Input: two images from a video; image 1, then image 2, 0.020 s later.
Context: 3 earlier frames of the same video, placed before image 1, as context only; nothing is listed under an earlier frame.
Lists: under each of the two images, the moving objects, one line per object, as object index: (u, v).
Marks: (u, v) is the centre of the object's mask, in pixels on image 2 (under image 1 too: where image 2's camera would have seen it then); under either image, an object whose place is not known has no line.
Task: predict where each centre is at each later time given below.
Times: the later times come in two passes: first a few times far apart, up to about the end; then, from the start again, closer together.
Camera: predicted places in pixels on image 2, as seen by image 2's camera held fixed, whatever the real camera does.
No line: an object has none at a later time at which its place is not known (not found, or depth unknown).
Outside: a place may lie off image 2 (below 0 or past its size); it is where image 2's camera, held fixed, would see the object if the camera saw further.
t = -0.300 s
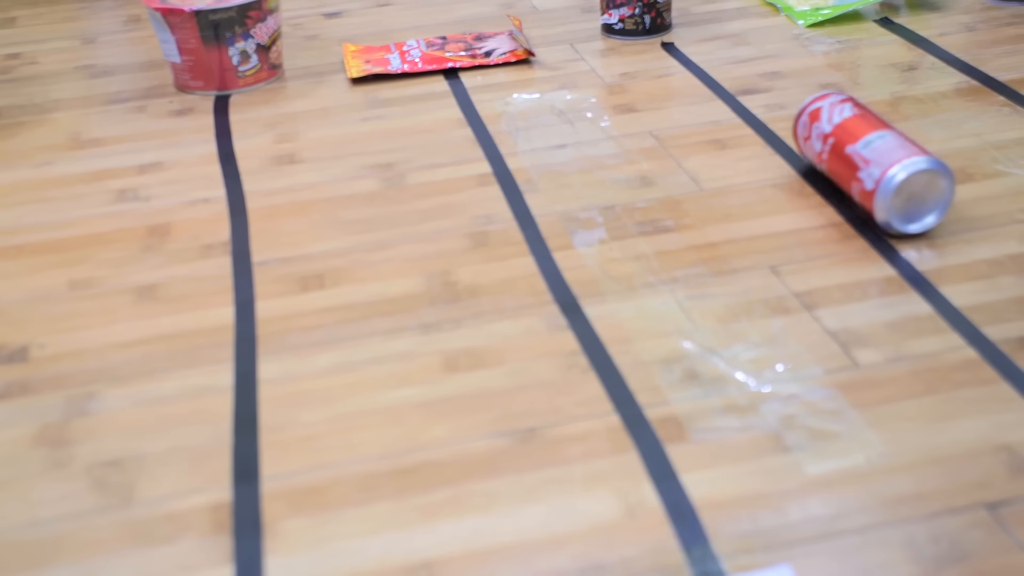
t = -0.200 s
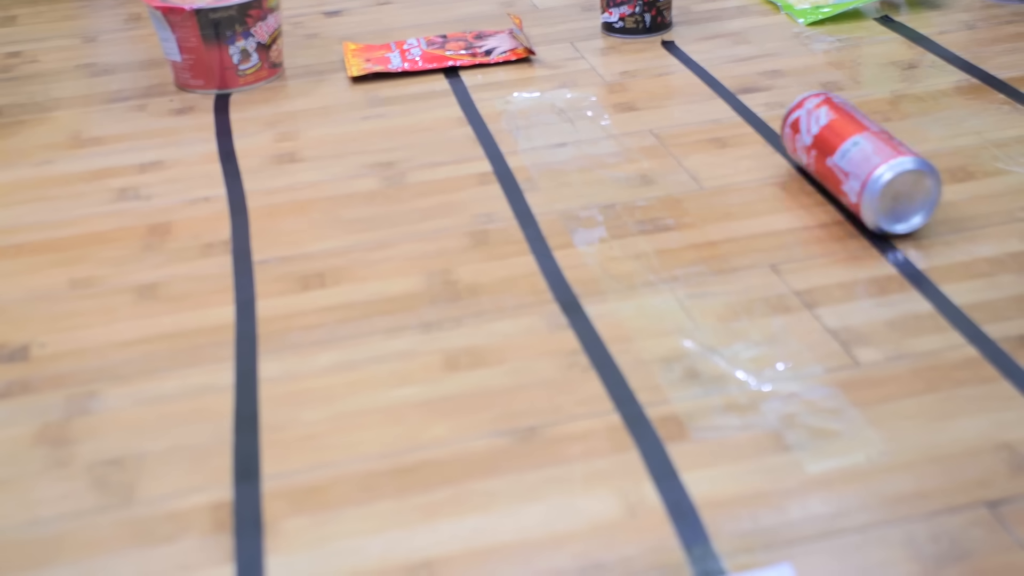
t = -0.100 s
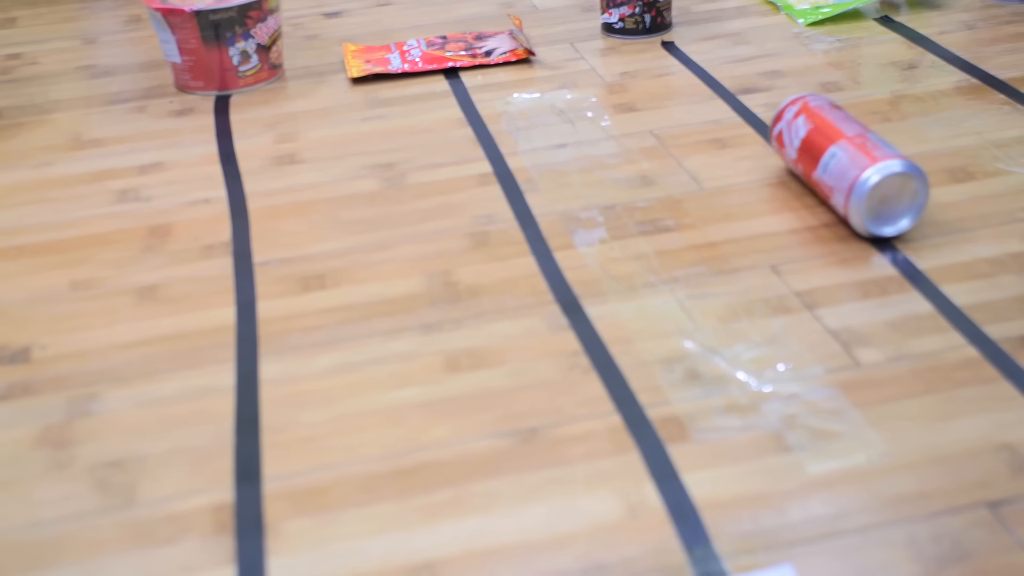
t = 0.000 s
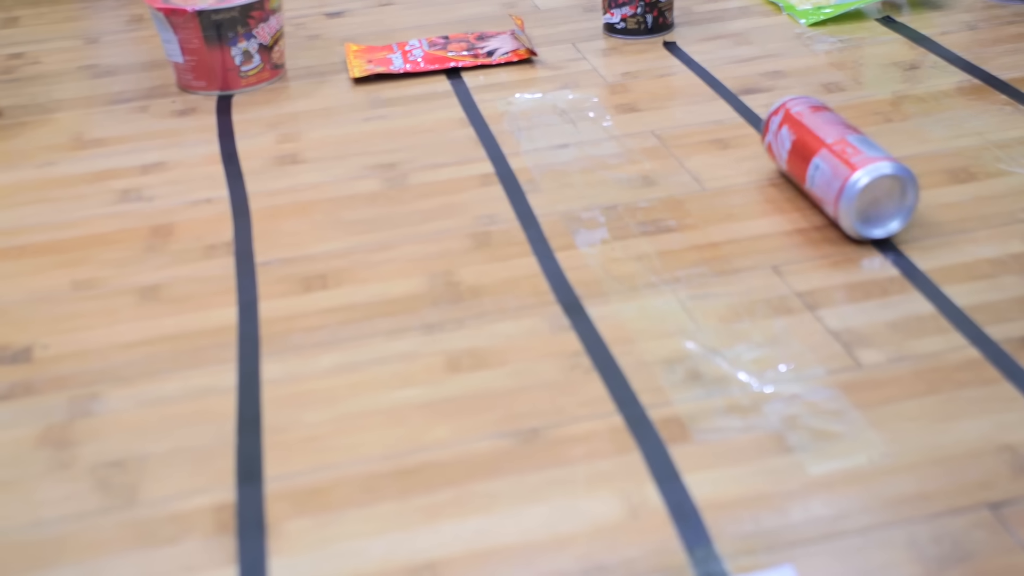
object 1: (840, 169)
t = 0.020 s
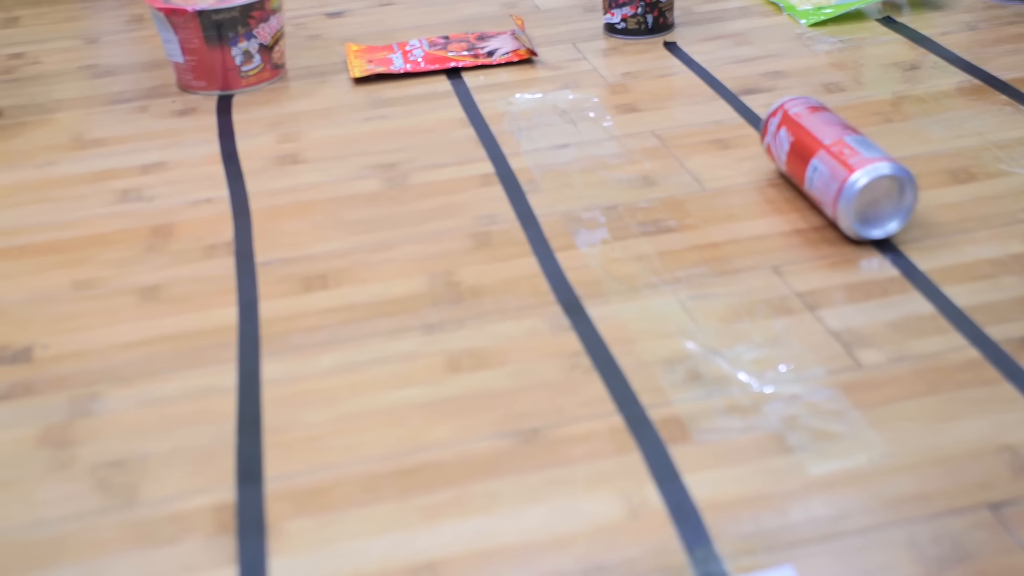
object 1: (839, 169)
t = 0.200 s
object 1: (822, 172)
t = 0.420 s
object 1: (796, 176)
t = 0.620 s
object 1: (772, 180)
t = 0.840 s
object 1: (744, 184)
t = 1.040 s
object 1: (719, 188)
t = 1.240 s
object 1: (694, 192)
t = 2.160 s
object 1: (629, 202)
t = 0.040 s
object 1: (838, 169)
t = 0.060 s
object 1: (836, 169)
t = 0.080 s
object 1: (835, 170)
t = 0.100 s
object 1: (833, 170)
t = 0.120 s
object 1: (831, 170)
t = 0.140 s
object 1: (829, 171)
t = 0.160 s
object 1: (827, 171)
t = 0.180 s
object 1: (824, 172)
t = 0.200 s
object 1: (822, 172)
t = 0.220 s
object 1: (820, 172)
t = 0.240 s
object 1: (818, 173)
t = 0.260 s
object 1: (816, 173)
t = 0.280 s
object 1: (813, 174)
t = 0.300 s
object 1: (811, 174)
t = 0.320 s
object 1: (808, 174)
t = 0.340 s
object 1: (806, 175)
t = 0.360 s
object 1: (803, 175)
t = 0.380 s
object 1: (801, 175)
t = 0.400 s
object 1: (799, 175)
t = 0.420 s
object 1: (796, 176)
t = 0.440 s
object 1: (794, 176)
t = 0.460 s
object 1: (791, 177)
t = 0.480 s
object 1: (789, 177)
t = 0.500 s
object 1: (787, 178)
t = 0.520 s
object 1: (784, 178)
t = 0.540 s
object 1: (782, 178)
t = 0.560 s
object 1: (779, 179)
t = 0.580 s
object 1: (777, 179)
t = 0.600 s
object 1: (774, 180)
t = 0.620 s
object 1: (772, 180)
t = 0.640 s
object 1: (769, 180)
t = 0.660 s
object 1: (767, 180)
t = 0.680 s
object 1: (764, 181)
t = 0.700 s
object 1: (762, 181)
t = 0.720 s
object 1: (760, 181)
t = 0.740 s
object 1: (757, 182)
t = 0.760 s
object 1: (754, 182)
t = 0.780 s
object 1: (752, 183)
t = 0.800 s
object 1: (749, 183)
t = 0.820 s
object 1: (747, 184)
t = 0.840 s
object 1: (744, 184)
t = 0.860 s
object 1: (741, 185)
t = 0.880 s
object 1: (739, 185)
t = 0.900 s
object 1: (737, 186)
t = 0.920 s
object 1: (734, 186)
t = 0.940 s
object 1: (732, 186)
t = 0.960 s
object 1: (729, 187)
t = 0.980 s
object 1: (726, 187)
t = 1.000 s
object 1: (724, 187)
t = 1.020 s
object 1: (721, 188)
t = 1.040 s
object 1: (719, 188)
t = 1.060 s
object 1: (716, 189)
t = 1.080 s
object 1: (713, 189)
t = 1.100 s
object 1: (711, 190)
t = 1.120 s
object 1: (708, 190)
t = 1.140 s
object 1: (706, 190)
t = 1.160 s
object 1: (703, 191)
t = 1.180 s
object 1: (701, 191)
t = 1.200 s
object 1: (699, 191)
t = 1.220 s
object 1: (696, 192)
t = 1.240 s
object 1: (694, 192)
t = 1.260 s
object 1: (691, 192)
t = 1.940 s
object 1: (626, 202)
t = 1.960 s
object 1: (626, 202)
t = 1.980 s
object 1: (626, 202)
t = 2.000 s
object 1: (625, 202)
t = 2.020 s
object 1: (625, 202)
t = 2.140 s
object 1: (628, 202)
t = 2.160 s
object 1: (629, 202)
